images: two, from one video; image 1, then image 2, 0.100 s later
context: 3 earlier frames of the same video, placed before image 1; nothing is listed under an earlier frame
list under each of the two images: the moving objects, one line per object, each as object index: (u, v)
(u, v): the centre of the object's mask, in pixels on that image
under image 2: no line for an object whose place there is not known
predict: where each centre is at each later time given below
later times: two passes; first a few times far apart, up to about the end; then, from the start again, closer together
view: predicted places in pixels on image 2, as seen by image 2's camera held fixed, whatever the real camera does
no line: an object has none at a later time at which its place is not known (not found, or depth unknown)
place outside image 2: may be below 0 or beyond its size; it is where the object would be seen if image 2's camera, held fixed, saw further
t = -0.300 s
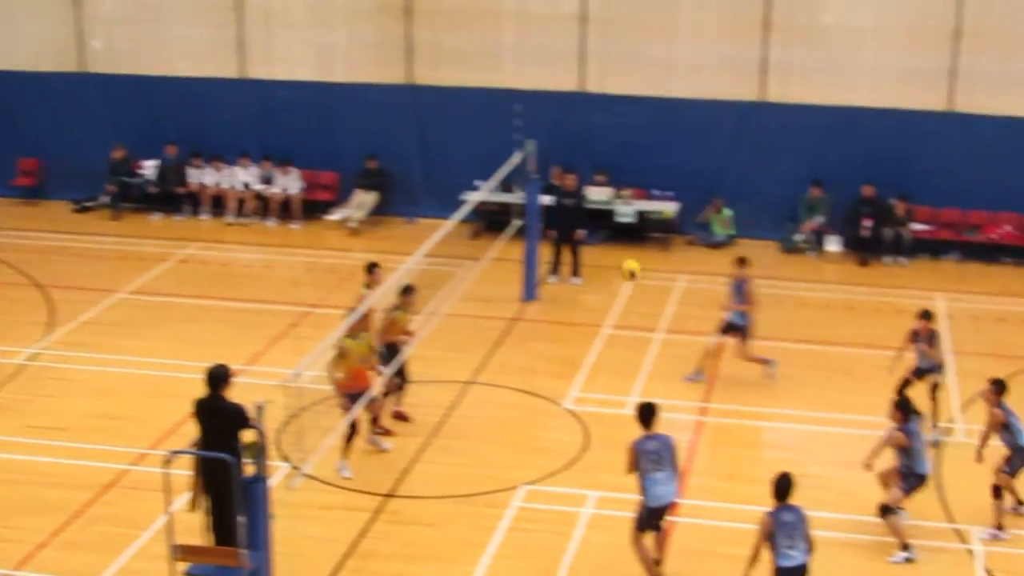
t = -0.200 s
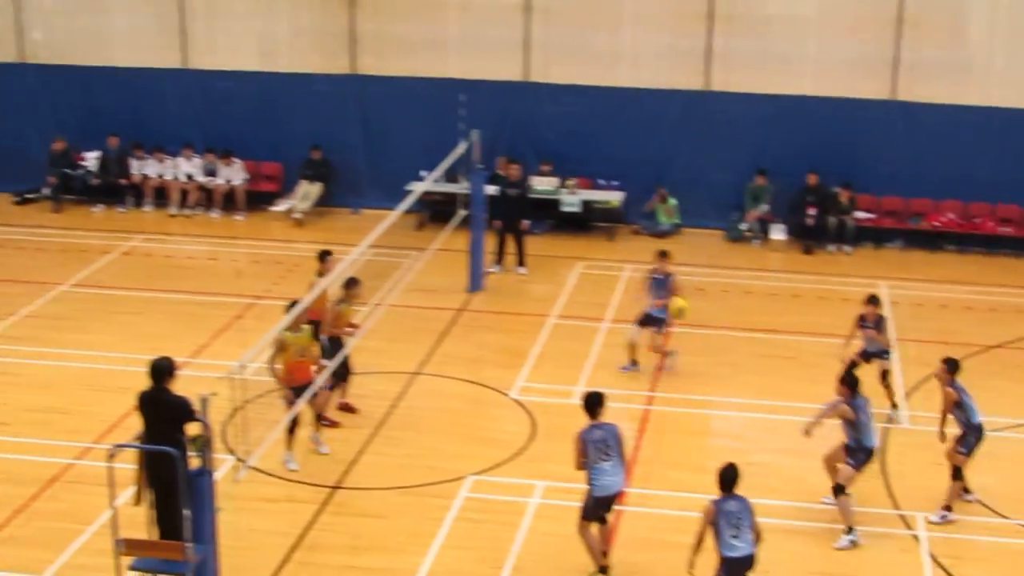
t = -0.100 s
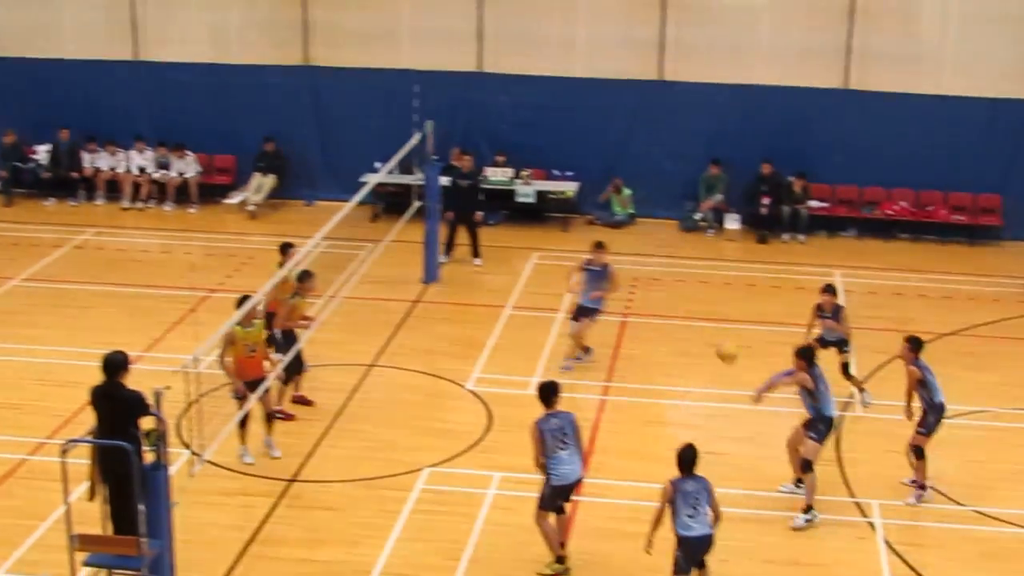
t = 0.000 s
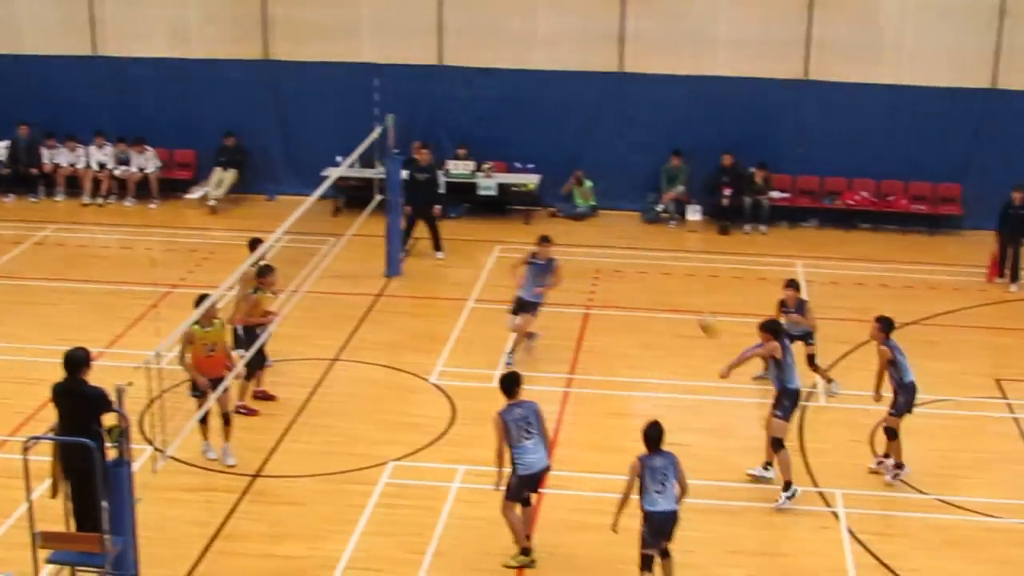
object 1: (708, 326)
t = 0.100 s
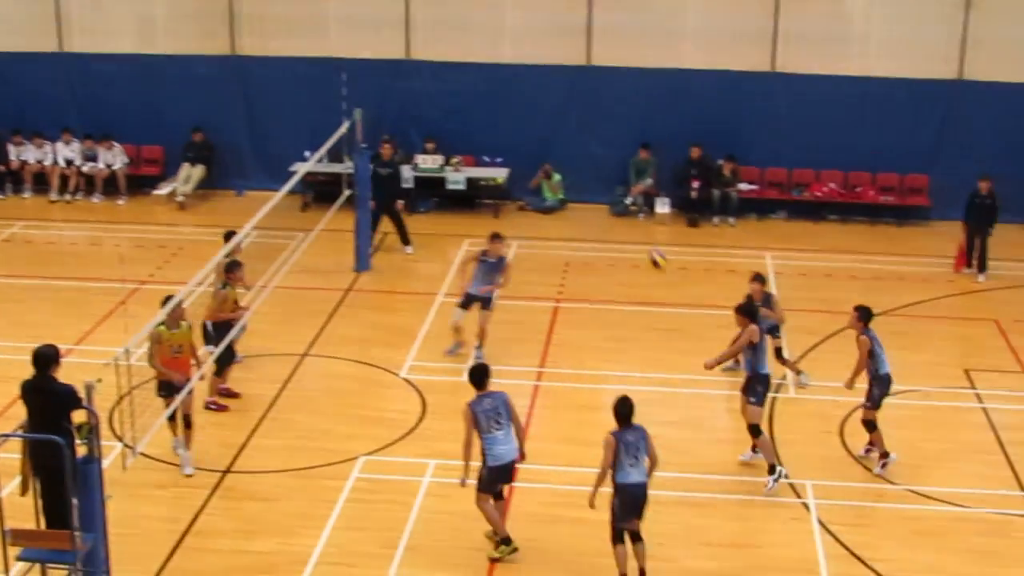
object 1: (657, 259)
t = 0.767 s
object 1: (496, 121)
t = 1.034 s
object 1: (438, 182)
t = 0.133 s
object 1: (647, 243)
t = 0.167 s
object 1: (637, 224)
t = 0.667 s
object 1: (518, 116)
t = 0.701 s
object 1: (511, 117)
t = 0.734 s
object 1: (504, 118)
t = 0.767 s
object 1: (496, 121)
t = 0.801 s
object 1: (489, 126)
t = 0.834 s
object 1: (481, 131)
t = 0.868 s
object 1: (474, 137)
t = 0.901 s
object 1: (466, 144)
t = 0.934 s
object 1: (459, 152)
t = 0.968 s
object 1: (453, 161)
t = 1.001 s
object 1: (445, 171)
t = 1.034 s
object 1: (438, 182)
